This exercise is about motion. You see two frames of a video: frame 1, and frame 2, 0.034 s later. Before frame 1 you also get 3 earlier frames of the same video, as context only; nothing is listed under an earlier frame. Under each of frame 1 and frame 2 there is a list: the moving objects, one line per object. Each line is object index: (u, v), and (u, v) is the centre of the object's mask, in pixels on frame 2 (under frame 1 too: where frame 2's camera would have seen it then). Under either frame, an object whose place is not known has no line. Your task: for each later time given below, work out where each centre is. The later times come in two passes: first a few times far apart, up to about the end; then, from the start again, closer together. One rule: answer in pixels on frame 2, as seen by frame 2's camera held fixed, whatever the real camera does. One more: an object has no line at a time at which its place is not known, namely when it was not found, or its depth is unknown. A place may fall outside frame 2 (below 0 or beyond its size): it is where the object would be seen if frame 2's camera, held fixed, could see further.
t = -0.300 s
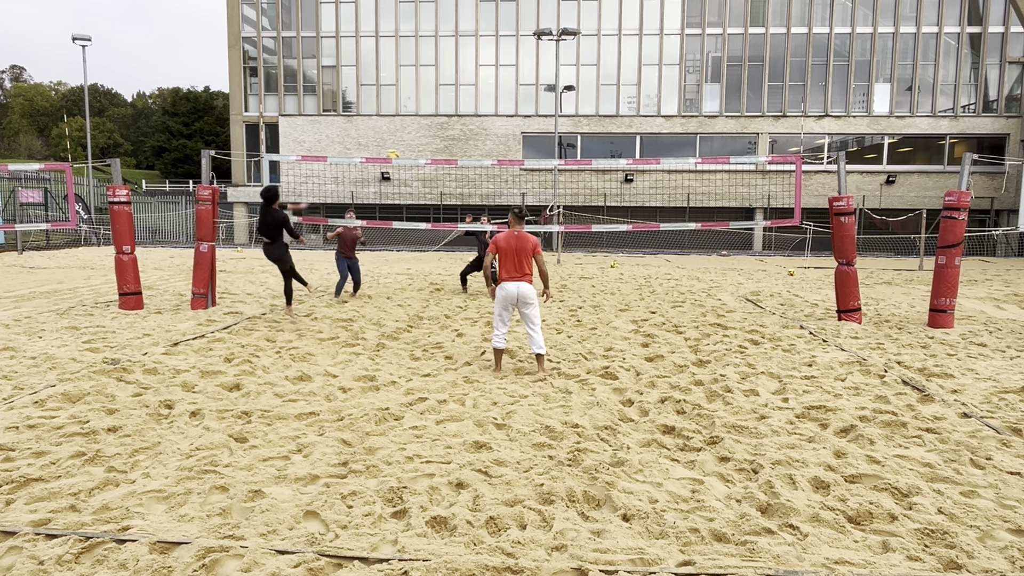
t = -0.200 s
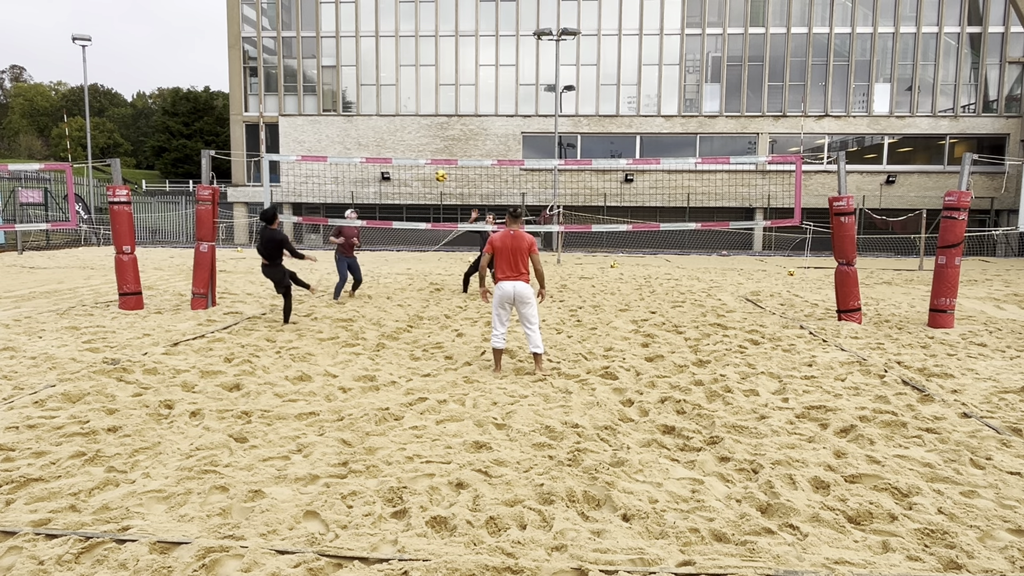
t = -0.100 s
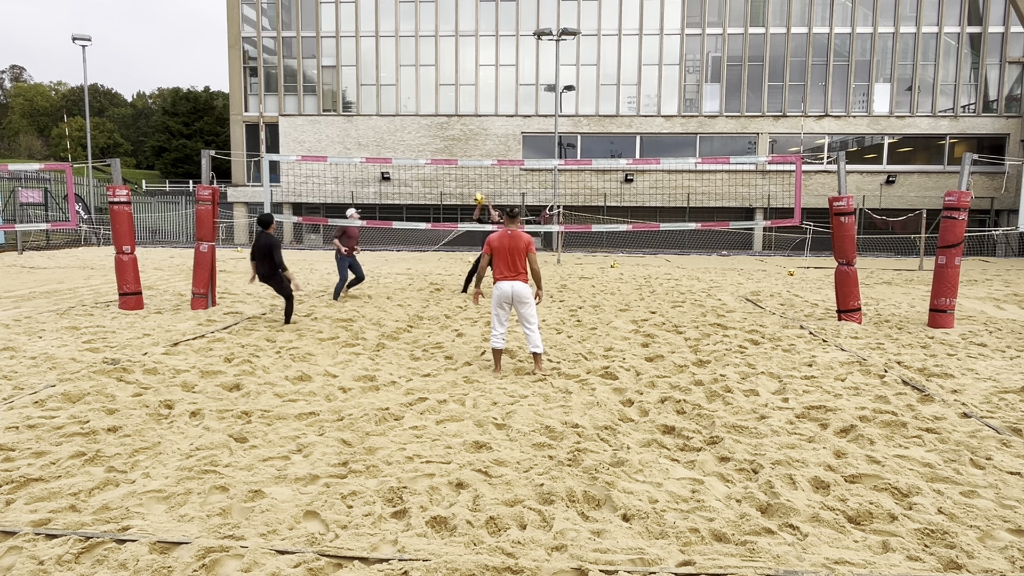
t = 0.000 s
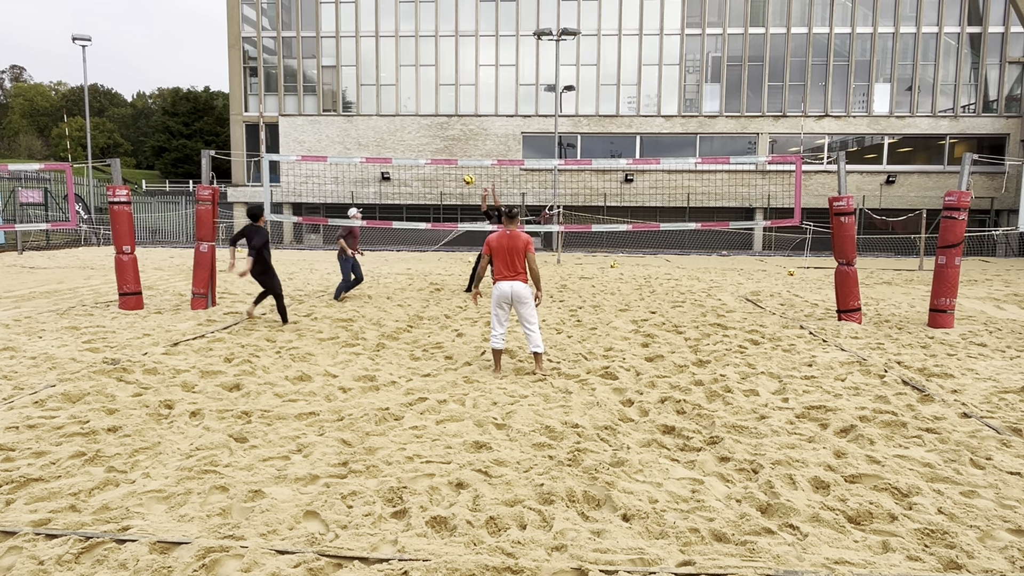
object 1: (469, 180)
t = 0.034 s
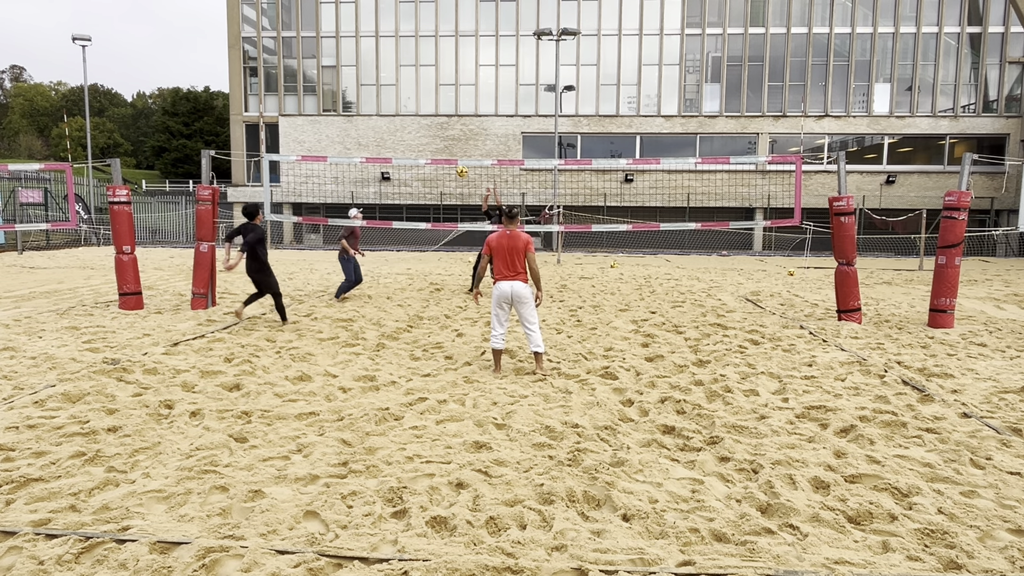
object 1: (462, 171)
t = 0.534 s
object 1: (348, 120)
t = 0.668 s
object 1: (315, 129)
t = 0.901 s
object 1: (256, 171)
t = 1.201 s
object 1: (181, 276)
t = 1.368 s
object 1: (140, 302)
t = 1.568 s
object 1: (126, 307)
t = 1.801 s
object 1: (105, 310)
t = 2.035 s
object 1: (84, 313)
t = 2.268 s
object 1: (67, 316)
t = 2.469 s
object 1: (56, 318)
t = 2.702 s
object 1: (48, 319)
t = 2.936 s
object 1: (47, 320)
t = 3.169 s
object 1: (51, 320)
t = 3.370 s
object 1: (55, 320)
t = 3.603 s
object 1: (57, 320)
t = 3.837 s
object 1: (60, 320)
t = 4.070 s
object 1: (59, 320)
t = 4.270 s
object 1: (59, 320)
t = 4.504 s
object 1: (59, 320)
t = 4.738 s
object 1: (59, 320)
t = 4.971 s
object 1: (59, 320)
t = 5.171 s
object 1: (59, 320)
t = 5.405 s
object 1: (59, 320)
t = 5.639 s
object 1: (59, 320)
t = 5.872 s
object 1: (59, 320)
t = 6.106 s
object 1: (59, 320)
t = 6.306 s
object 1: (59, 320)
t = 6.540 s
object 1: (59, 320)
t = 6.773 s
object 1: (59, 320)
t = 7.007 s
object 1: (59, 320)
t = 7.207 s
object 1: (59, 320)
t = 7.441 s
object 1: (59, 320)
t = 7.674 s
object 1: (59, 320)
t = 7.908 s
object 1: (59, 320)
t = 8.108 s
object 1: (59, 320)
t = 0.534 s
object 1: (348, 120)
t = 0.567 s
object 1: (340, 121)
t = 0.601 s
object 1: (332, 123)
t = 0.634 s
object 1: (324, 126)
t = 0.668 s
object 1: (315, 129)
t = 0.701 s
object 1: (307, 133)
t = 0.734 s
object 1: (299, 138)
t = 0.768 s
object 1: (290, 143)
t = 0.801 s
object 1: (282, 148)
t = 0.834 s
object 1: (273, 151)
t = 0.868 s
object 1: (260, 163)
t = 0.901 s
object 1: (256, 171)
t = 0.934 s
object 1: (248, 180)
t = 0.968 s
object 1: (240, 189)
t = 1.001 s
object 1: (232, 199)
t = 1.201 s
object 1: (181, 276)
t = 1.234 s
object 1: (172, 291)
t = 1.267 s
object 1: (164, 305)
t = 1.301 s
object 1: (155, 304)
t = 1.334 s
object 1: (147, 302)
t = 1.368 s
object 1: (140, 302)
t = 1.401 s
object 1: (137, 301)
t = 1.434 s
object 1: (135, 302)
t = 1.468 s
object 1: (132, 302)
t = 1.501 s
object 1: (130, 303)
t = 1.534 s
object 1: (128, 305)
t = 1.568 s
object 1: (126, 307)
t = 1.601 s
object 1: (123, 307)
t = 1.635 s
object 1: (120, 308)
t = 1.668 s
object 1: (117, 309)
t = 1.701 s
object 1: (114, 309)
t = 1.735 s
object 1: (111, 309)
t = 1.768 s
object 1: (108, 309)
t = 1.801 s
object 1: (105, 310)
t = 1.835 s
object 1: (102, 311)
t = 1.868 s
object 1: (100, 312)
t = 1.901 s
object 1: (97, 312)
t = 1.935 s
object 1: (93, 313)
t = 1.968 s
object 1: (90, 313)
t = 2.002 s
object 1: (86, 313)
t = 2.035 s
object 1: (84, 313)
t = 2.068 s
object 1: (81, 314)
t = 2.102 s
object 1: (78, 315)
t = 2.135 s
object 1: (76, 315)
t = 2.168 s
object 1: (73, 315)
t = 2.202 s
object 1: (71, 315)
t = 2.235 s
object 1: (69, 316)
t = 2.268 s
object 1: (67, 316)
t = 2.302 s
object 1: (65, 318)
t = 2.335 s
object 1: (63, 317)
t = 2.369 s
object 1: (61, 318)
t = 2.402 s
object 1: (59, 318)
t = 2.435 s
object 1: (58, 318)
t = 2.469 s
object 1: (56, 318)
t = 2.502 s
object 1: (54, 318)
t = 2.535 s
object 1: (53, 319)
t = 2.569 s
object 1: (52, 319)
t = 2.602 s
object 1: (51, 319)
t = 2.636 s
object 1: (50, 319)
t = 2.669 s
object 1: (49, 320)
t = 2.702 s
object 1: (48, 319)
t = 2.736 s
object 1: (48, 319)
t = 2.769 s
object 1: (47, 319)
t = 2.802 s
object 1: (47, 319)
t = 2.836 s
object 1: (47, 319)
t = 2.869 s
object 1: (47, 319)
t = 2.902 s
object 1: (47, 319)
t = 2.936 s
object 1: (47, 320)
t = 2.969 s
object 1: (48, 320)
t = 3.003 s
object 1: (48, 320)
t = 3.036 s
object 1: (49, 320)
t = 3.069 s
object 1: (49, 320)
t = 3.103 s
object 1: (50, 320)
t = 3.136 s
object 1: (50, 320)
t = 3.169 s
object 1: (51, 320)
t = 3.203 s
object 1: (51, 320)
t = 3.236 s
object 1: (52, 320)
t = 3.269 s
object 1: (52, 320)
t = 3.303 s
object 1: (53, 320)
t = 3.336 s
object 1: (54, 320)
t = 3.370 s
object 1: (55, 320)
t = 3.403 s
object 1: (56, 320)
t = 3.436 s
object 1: (56, 320)
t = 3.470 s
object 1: (56, 320)
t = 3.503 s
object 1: (56, 320)
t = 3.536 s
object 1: (56, 320)
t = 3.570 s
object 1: (56, 320)
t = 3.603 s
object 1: (57, 320)
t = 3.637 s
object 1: (57, 320)
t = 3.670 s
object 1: (57, 320)
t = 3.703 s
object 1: (58, 320)
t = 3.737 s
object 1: (59, 320)
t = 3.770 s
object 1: (59, 320)
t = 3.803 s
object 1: (60, 320)
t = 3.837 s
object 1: (60, 320)
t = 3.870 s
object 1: (60, 320)
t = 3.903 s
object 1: (60, 320)
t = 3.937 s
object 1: (60, 320)
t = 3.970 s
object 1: (60, 320)
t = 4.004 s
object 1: (60, 320)
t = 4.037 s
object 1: (60, 320)
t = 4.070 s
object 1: (59, 320)
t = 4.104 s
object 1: (59, 320)
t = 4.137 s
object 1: (59, 320)
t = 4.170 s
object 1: (59, 320)
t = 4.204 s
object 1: (59, 320)
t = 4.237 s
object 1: (59, 320)
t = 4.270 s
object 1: (59, 320)
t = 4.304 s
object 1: (59, 320)
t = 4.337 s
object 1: (59, 320)
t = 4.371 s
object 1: (59, 320)
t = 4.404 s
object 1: (59, 320)
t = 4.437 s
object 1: (59, 320)
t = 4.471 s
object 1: (59, 320)
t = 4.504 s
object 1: (59, 320)
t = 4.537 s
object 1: (59, 320)
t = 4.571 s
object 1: (59, 320)
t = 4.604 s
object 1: (59, 320)
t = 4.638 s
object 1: (59, 320)
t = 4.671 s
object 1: (59, 320)
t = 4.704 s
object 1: (59, 320)
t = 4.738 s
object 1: (59, 320)
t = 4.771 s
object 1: (59, 320)
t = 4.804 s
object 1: (59, 320)
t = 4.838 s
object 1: (59, 320)
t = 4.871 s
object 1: (59, 320)
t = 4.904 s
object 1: (59, 320)
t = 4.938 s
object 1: (59, 320)
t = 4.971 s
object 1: (59, 320)
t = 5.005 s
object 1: (59, 320)
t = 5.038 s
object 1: (59, 320)
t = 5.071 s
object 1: (59, 320)
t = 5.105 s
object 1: (59, 320)
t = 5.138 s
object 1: (59, 320)
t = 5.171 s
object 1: (59, 320)
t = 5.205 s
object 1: (59, 320)
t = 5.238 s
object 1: (59, 320)
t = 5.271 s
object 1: (59, 320)
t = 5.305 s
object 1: (59, 320)
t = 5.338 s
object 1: (59, 320)
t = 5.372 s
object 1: (59, 320)
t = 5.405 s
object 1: (59, 320)
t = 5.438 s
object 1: (59, 320)
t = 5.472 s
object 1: (59, 320)
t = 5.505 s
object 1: (59, 320)
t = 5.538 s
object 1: (59, 320)
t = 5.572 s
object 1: (59, 320)
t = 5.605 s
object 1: (59, 320)
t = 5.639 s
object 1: (59, 320)
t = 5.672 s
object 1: (59, 320)
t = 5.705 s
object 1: (59, 320)
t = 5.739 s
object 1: (59, 320)
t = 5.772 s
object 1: (59, 320)
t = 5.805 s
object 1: (59, 320)
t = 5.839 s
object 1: (59, 320)
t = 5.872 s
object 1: (59, 320)
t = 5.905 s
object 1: (59, 320)
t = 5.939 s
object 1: (59, 320)
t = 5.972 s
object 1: (59, 320)
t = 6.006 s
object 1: (59, 320)
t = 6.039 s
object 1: (59, 320)
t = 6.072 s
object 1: (59, 320)
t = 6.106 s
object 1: (59, 320)
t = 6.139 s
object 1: (59, 320)
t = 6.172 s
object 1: (59, 320)
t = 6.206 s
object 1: (59, 320)
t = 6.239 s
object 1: (59, 320)
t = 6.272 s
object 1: (59, 320)
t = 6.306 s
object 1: (59, 320)
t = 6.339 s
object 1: (59, 320)
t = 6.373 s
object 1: (59, 320)
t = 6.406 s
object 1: (59, 320)
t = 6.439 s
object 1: (59, 320)
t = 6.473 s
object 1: (59, 320)
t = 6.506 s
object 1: (59, 320)
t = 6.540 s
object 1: (59, 320)
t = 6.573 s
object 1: (59, 320)
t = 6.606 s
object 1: (59, 320)
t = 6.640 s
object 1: (59, 320)
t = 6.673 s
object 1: (59, 320)
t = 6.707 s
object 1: (59, 320)
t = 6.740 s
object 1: (59, 320)
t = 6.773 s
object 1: (59, 320)
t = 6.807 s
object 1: (59, 320)
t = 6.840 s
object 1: (59, 320)
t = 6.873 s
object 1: (59, 320)
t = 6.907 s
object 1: (59, 320)
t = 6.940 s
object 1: (59, 320)
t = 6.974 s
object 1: (59, 320)
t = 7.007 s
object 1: (59, 320)
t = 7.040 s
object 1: (59, 320)
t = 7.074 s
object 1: (59, 320)
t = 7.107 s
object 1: (59, 320)
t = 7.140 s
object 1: (59, 320)
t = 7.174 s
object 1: (59, 320)
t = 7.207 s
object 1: (59, 320)
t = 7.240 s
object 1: (59, 320)
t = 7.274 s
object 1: (59, 320)
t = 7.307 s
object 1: (59, 320)
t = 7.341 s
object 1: (59, 320)
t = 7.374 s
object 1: (59, 320)
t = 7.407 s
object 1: (59, 320)
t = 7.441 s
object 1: (59, 320)
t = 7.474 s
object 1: (59, 320)
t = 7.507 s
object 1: (59, 320)
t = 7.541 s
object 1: (59, 320)
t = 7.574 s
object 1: (59, 320)
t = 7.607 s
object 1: (59, 320)
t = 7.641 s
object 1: (59, 320)
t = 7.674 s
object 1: (59, 320)
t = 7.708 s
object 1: (59, 320)
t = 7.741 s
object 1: (59, 320)
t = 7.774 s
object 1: (59, 320)
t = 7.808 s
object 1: (59, 320)
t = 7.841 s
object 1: (59, 320)
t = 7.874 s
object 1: (59, 320)
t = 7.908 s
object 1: (59, 320)
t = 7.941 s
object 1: (59, 320)
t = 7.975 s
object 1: (59, 320)
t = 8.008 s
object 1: (59, 320)
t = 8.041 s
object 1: (59, 320)
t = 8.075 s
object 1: (59, 320)
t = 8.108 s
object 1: (59, 320)
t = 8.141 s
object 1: (59, 320)
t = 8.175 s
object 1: (59, 320)
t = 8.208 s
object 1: (59, 320)
